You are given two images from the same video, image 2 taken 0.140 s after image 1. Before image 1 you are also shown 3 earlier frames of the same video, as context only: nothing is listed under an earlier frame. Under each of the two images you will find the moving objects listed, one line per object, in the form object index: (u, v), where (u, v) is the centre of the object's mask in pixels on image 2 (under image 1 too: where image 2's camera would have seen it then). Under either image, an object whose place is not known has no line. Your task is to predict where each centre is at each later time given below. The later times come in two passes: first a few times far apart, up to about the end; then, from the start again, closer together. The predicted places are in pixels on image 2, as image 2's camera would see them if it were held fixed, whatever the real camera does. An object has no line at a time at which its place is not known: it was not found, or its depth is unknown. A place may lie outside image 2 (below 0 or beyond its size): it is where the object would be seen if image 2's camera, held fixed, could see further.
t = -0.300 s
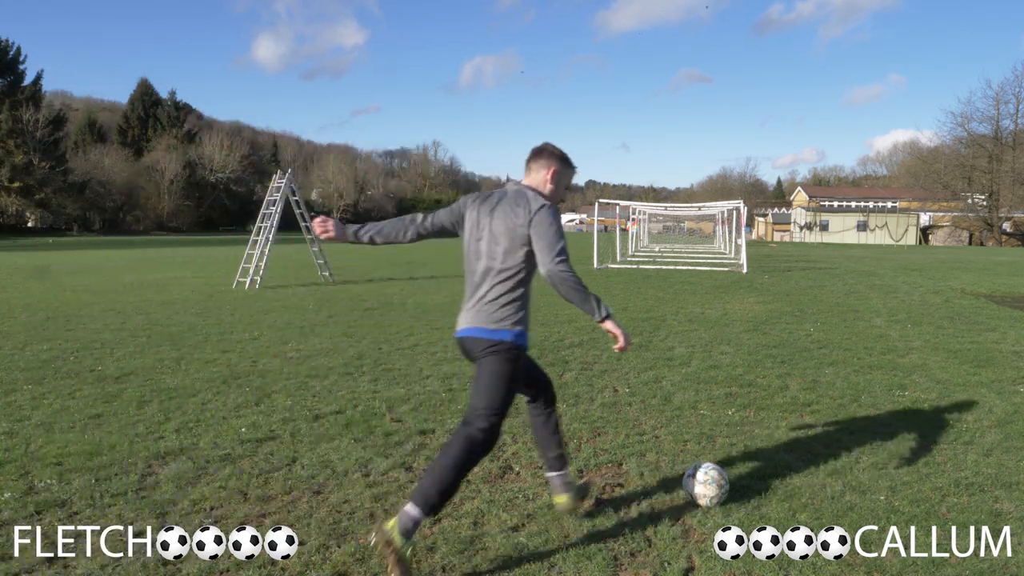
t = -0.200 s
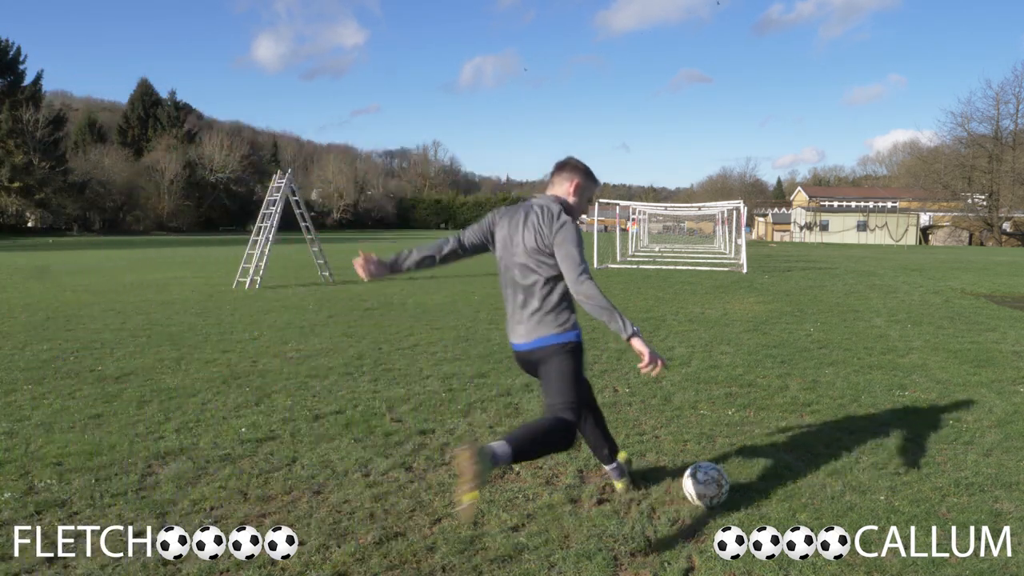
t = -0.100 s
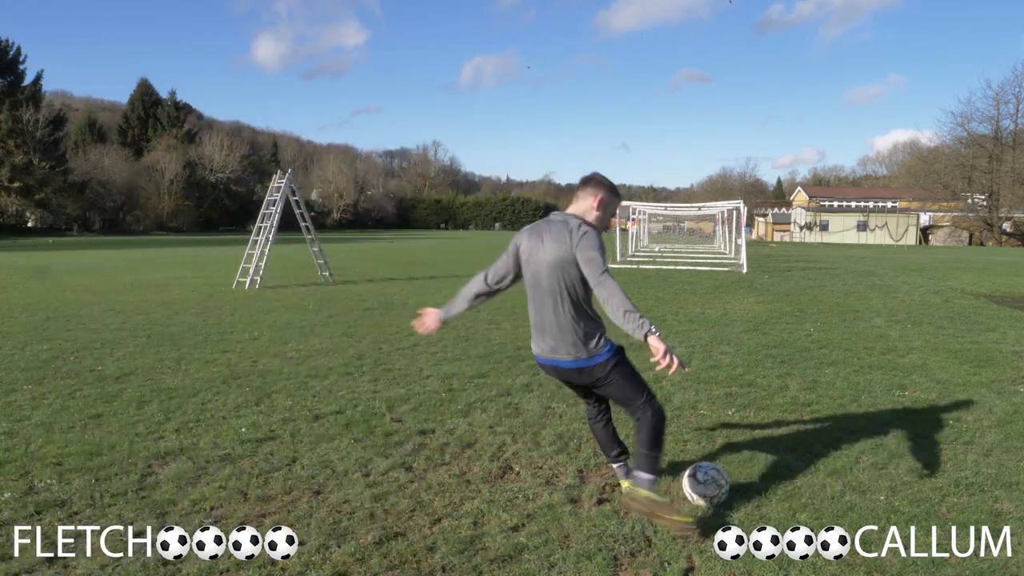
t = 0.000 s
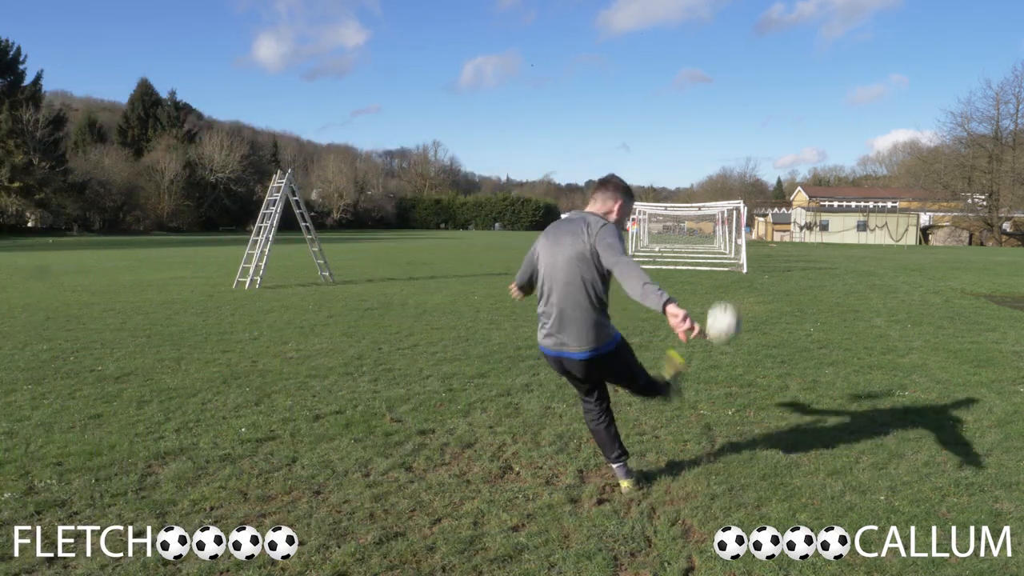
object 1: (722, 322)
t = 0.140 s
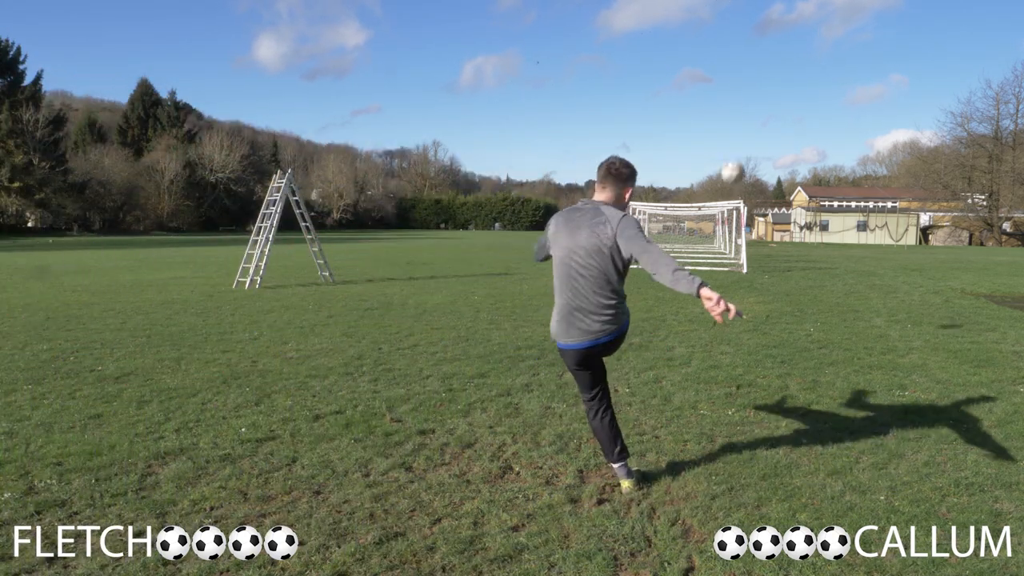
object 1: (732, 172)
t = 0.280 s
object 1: (731, 107)
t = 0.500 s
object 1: (721, 69)
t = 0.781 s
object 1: (707, 67)
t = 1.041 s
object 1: (695, 87)
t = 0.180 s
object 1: (733, 147)
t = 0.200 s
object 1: (733, 137)
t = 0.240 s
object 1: (732, 120)
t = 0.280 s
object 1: (731, 107)
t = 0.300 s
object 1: (730, 101)
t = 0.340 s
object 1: (729, 91)
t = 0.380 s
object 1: (727, 84)
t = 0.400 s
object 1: (726, 81)
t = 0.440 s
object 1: (724, 75)
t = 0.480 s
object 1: (722, 71)
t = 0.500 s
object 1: (721, 69)
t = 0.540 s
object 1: (719, 67)
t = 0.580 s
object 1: (717, 65)
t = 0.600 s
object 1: (716, 65)
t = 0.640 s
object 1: (714, 64)
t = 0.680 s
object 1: (712, 64)
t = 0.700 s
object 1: (711, 65)
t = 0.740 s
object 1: (709, 66)
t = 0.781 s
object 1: (707, 67)
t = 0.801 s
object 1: (706, 68)
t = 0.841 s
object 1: (705, 70)
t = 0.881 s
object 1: (702, 73)
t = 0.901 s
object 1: (702, 74)
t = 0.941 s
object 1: (700, 78)
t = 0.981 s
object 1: (697, 81)
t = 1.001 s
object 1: (696, 83)
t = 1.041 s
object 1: (695, 87)
